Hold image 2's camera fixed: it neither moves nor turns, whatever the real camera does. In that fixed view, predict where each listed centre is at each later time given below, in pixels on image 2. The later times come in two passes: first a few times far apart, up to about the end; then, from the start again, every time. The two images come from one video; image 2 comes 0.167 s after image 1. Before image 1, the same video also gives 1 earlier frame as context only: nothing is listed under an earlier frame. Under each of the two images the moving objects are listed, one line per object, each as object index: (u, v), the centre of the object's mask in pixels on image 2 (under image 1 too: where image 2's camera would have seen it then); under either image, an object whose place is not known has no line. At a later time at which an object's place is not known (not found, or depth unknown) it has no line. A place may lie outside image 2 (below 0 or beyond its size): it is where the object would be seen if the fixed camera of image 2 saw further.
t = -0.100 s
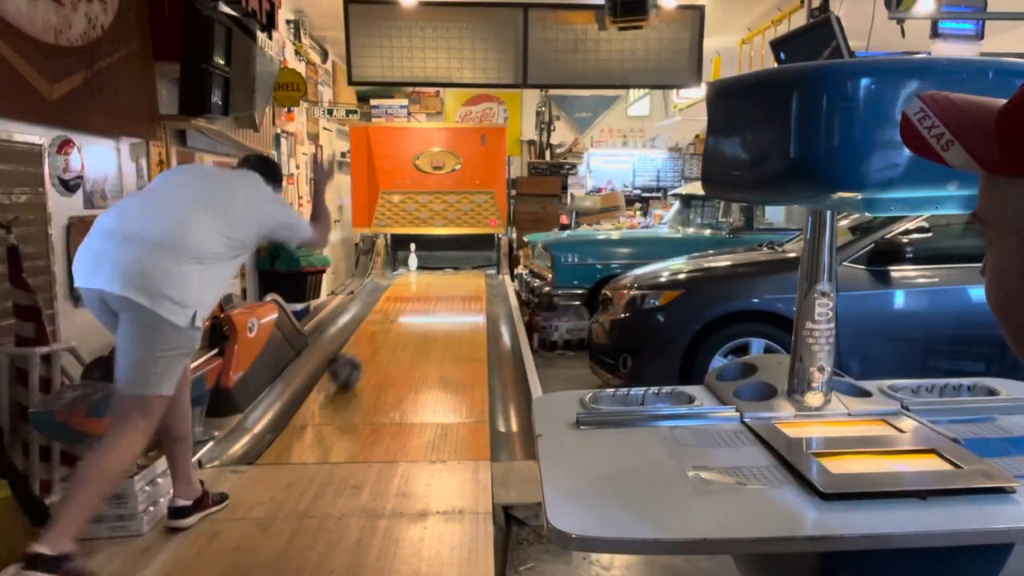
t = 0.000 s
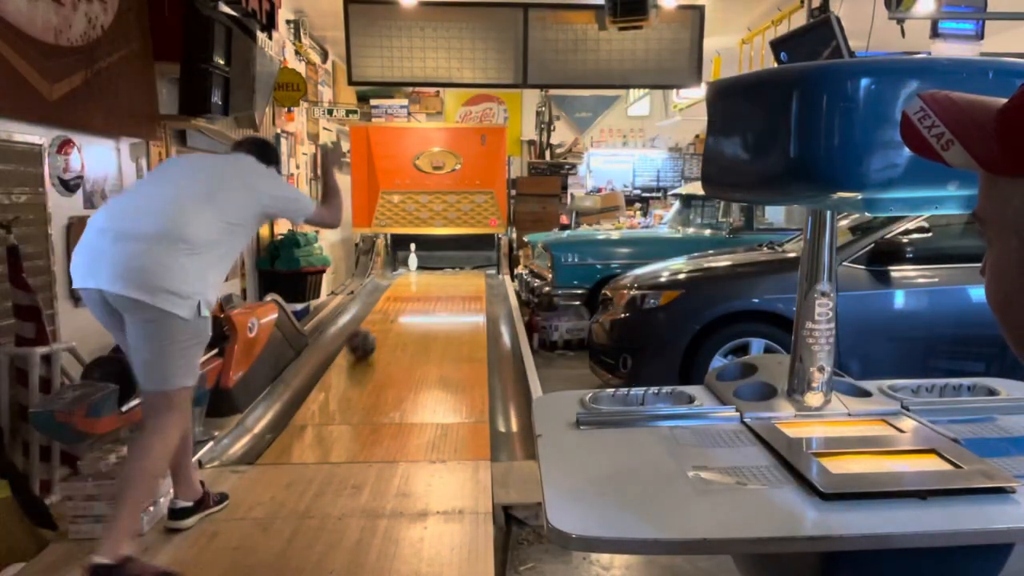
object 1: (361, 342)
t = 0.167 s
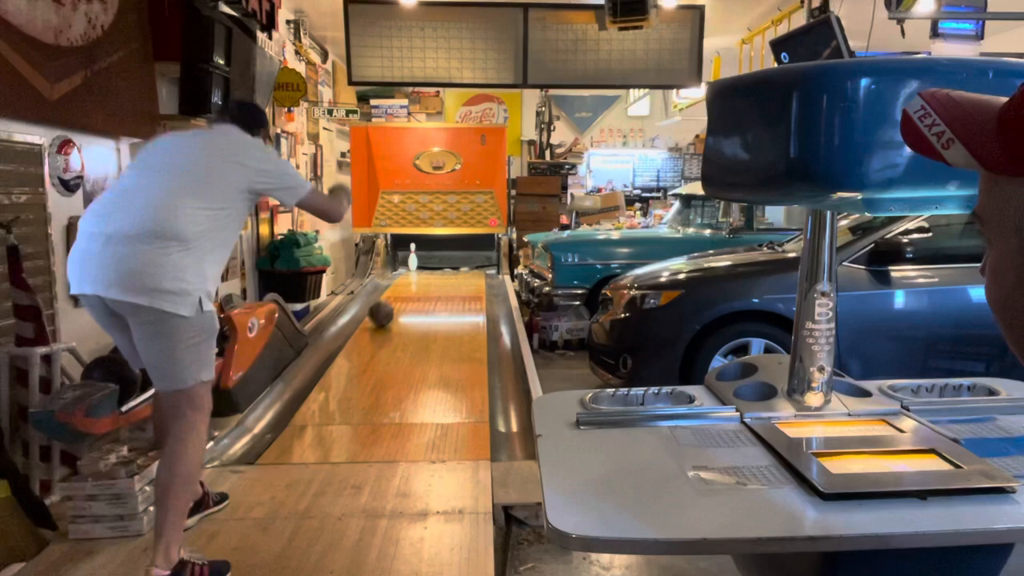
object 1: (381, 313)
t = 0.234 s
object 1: (387, 305)
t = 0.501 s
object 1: (403, 280)
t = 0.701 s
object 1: (413, 270)
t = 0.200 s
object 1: (384, 308)
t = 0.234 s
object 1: (387, 305)
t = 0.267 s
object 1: (389, 300)
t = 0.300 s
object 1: (391, 297)
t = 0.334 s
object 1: (394, 293)
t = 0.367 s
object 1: (397, 291)
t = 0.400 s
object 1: (399, 290)
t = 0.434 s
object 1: (400, 282)
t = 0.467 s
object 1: (402, 282)
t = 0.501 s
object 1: (403, 280)
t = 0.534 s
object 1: (406, 279)
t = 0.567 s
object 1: (407, 275)
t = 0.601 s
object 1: (408, 274)
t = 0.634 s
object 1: (409, 273)
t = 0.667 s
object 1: (412, 271)
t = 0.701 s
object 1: (413, 270)
